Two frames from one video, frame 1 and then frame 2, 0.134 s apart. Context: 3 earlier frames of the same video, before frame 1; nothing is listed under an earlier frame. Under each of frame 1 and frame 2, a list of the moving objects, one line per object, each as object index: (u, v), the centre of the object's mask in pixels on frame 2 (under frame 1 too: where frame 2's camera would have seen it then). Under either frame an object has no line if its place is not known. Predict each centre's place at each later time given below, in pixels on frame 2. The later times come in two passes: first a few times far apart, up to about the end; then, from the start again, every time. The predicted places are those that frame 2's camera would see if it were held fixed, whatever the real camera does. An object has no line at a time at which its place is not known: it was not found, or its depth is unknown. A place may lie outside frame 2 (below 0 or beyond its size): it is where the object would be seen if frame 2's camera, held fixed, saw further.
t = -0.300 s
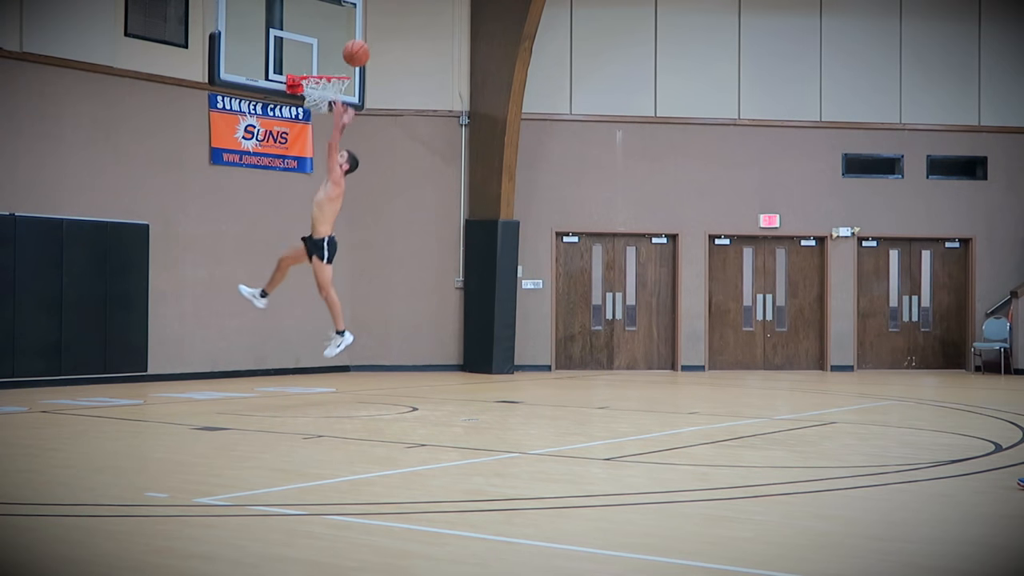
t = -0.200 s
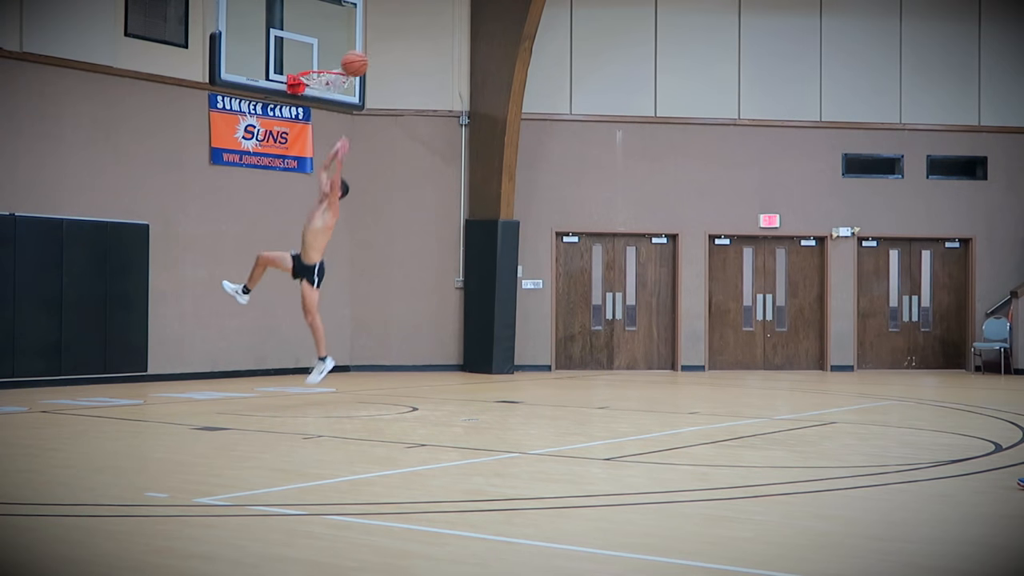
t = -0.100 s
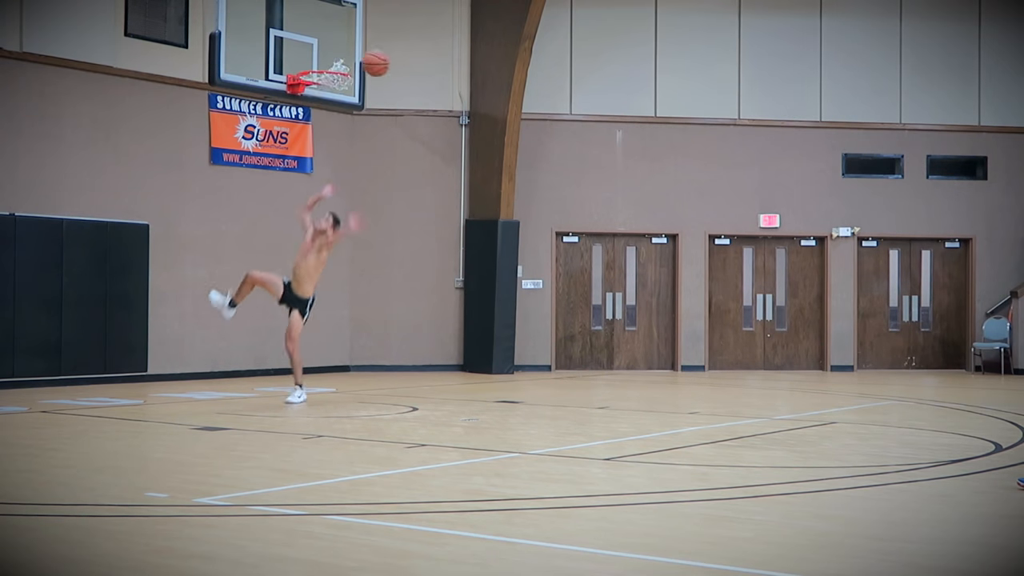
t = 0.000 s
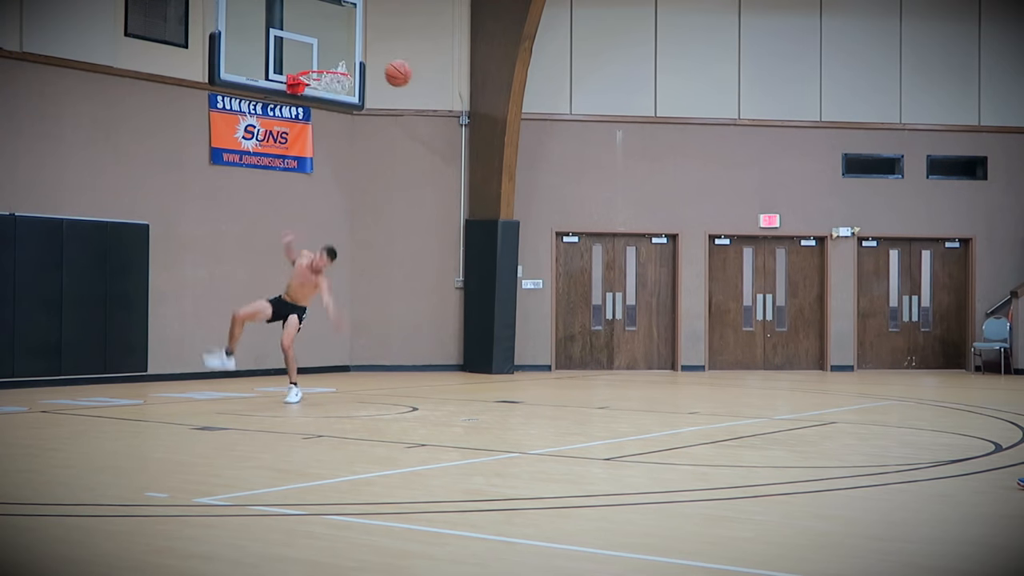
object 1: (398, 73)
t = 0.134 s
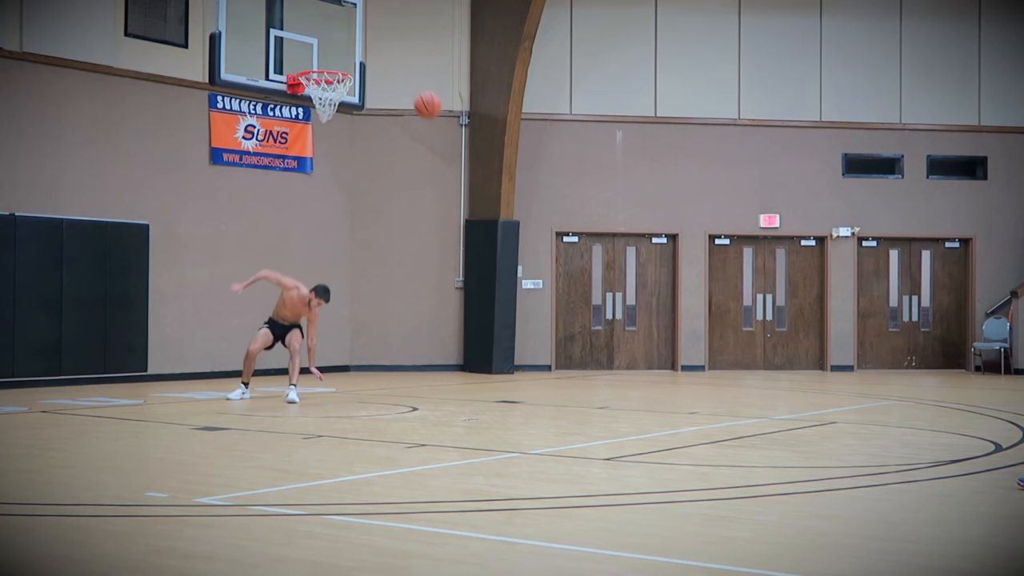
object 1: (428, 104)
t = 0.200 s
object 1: (443, 127)
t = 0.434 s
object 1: (494, 254)
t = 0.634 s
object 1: (539, 403)
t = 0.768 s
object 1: (557, 315)
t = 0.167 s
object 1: (435, 116)
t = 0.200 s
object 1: (443, 127)
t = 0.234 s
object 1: (449, 141)
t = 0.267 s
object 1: (457, 157)
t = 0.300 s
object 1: (465, 174)
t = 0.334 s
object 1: (473, 192)
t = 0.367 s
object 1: (480, 211)
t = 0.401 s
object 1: (487, 232)
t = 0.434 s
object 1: (494, 254)
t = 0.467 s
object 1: (502, 278)
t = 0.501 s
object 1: (509, 303)
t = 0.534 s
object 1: (516, 328)
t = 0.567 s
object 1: (524, 356)
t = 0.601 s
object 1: (532, 385)
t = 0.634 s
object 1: (539, 403)
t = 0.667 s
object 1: (544, 379)
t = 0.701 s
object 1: (548, 356)
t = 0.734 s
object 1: (553, 335)
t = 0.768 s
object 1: (557, 315)
